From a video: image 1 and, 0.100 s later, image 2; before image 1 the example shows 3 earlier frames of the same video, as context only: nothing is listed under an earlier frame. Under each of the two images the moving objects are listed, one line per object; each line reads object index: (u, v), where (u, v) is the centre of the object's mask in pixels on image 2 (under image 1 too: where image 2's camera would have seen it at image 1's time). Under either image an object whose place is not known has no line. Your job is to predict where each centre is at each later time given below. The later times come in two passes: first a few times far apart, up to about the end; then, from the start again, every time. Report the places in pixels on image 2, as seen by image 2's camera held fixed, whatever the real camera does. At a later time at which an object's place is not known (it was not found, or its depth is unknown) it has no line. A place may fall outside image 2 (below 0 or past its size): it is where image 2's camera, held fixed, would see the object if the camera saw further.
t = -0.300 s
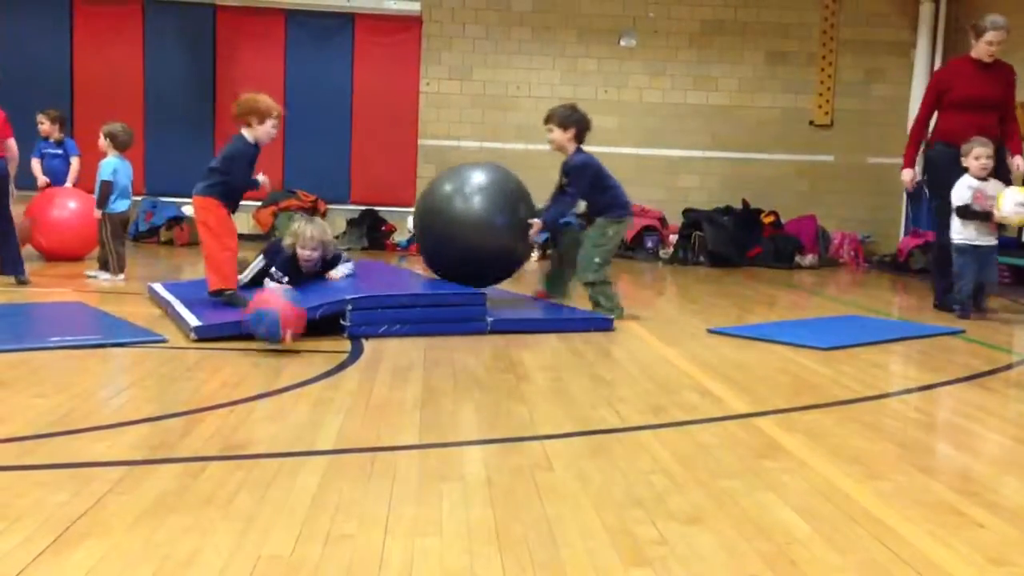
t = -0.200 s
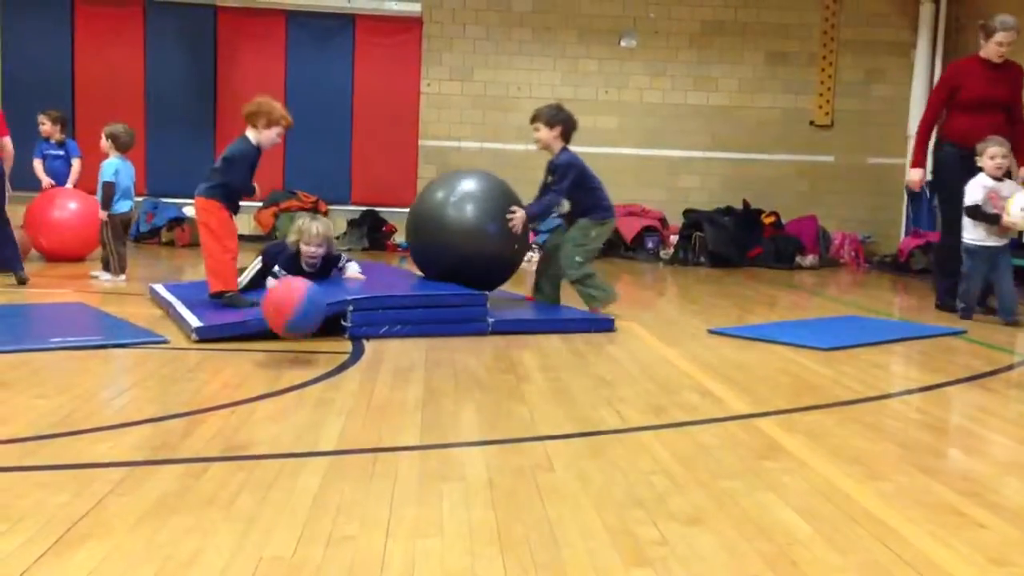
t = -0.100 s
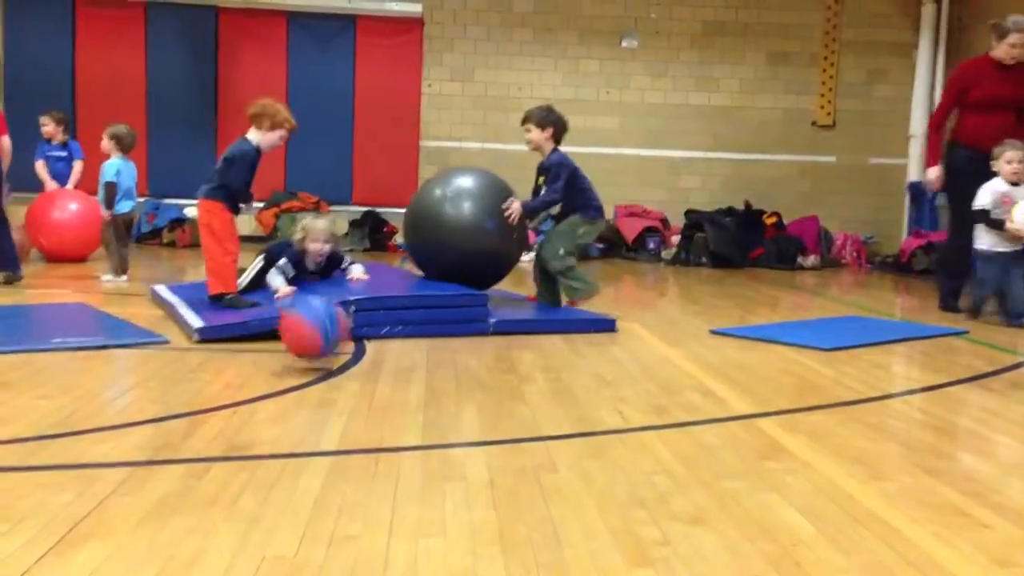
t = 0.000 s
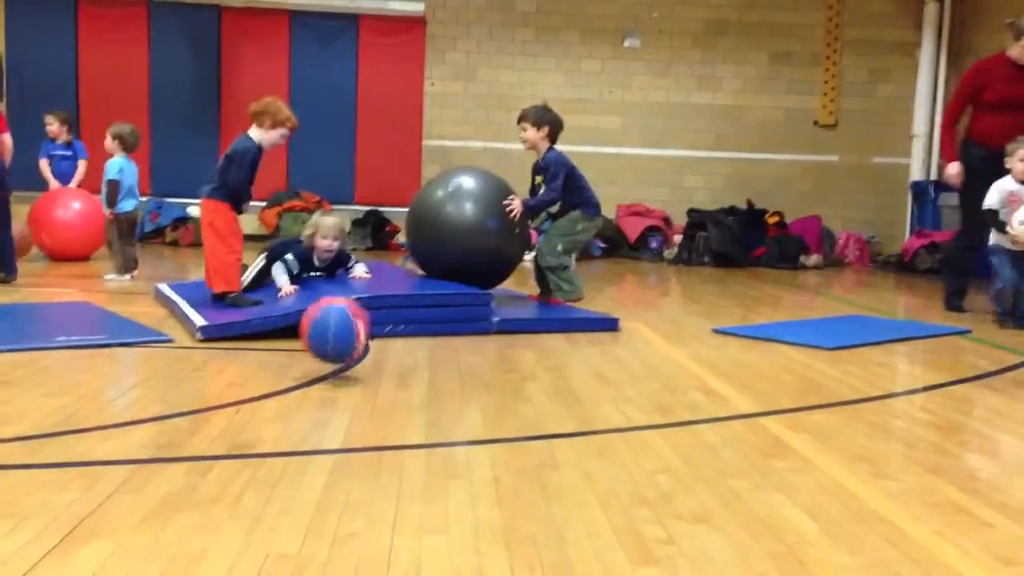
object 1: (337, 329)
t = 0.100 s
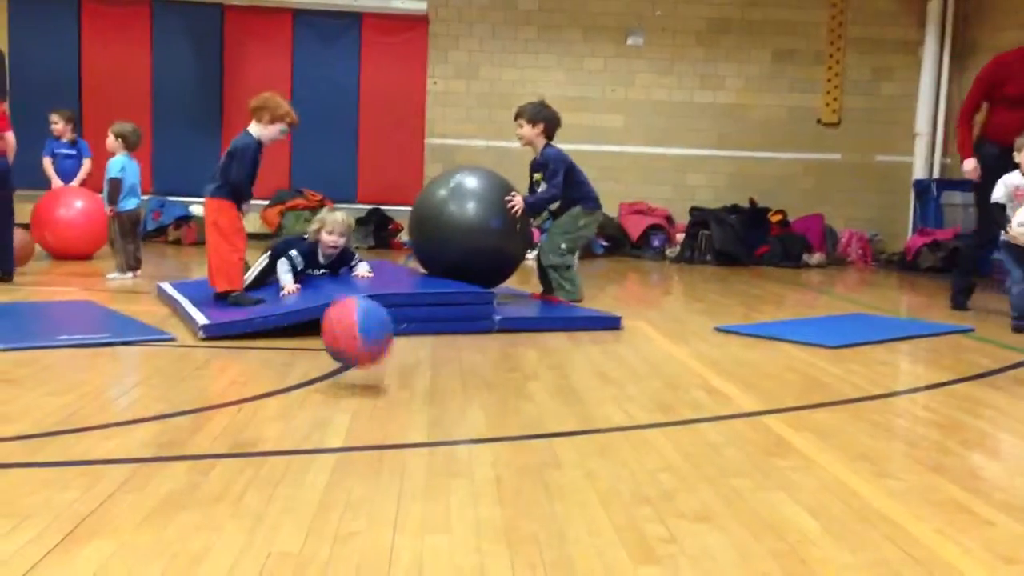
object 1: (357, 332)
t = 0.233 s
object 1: (388, 353)
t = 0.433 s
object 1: (442, 381)
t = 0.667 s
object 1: (525, 408)
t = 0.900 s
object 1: (636, 458)
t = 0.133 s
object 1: (363, 338)
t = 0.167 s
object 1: (371, 350)
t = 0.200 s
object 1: (381, 360)
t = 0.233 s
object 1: (388, 353)
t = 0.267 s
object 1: (396, 351)
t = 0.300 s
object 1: (404, 353)
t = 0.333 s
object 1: (412, 358)
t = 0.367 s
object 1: (422, 368)
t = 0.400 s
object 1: (433, 383)
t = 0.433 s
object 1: (442, 381)
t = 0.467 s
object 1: (453, 379)
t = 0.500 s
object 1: (463, 379)
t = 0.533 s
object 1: (473, 385)
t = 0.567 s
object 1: (485, 395)
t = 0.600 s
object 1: (498, 411)
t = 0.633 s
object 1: (511, 409)
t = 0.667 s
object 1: (525, 408)
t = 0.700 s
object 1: (538, 413)
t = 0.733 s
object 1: (552, 421)
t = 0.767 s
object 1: (566, 436)
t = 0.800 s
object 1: (583, 442)
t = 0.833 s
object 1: (599, 441)
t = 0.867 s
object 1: (617, 446)
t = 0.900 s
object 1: (636, 458)
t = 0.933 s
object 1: (656, 474)
